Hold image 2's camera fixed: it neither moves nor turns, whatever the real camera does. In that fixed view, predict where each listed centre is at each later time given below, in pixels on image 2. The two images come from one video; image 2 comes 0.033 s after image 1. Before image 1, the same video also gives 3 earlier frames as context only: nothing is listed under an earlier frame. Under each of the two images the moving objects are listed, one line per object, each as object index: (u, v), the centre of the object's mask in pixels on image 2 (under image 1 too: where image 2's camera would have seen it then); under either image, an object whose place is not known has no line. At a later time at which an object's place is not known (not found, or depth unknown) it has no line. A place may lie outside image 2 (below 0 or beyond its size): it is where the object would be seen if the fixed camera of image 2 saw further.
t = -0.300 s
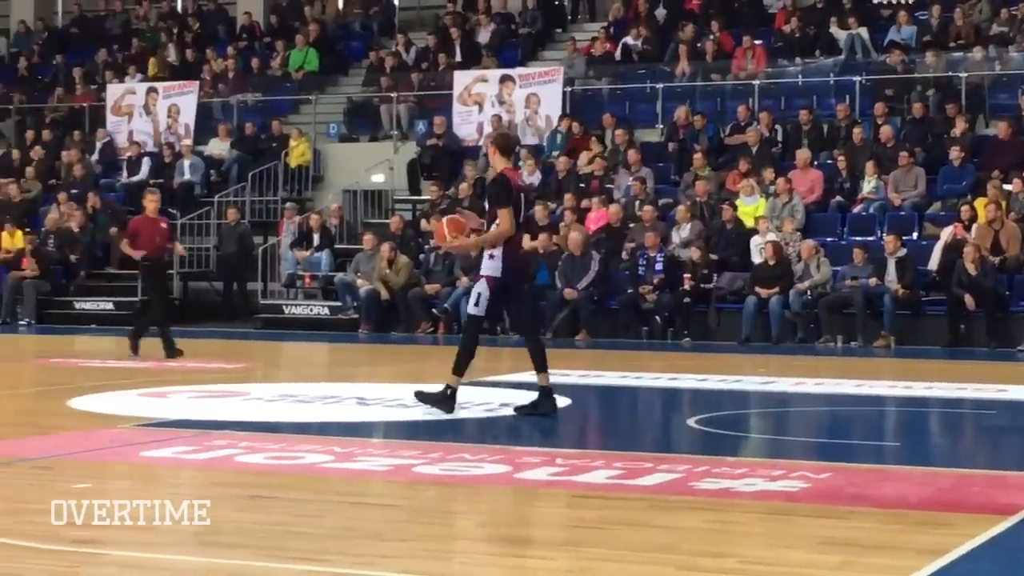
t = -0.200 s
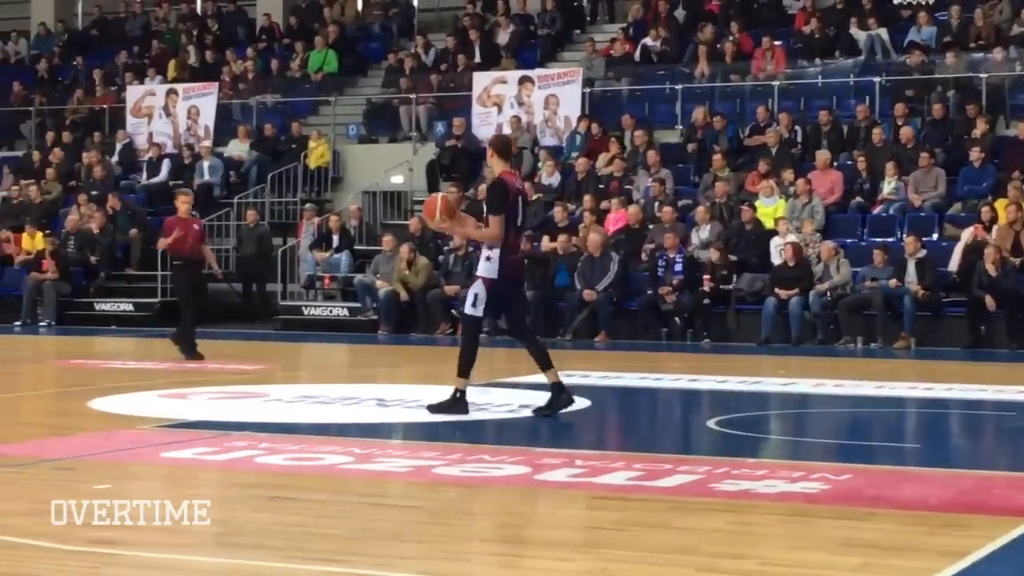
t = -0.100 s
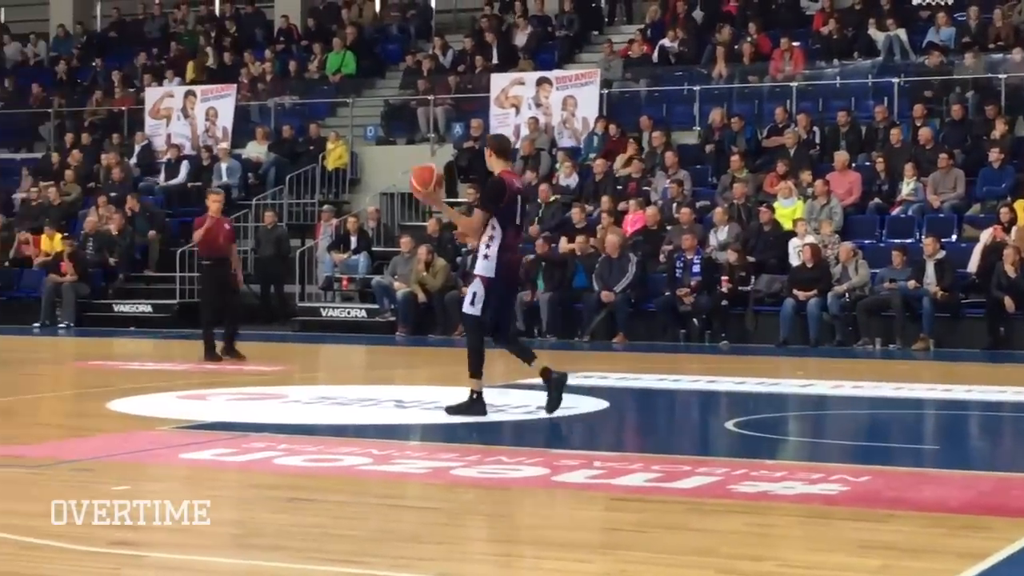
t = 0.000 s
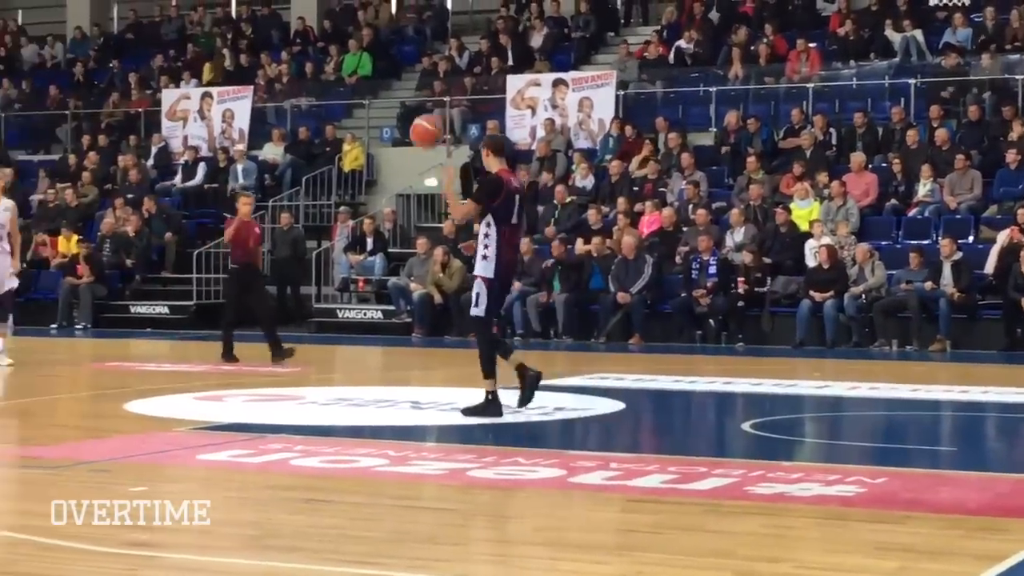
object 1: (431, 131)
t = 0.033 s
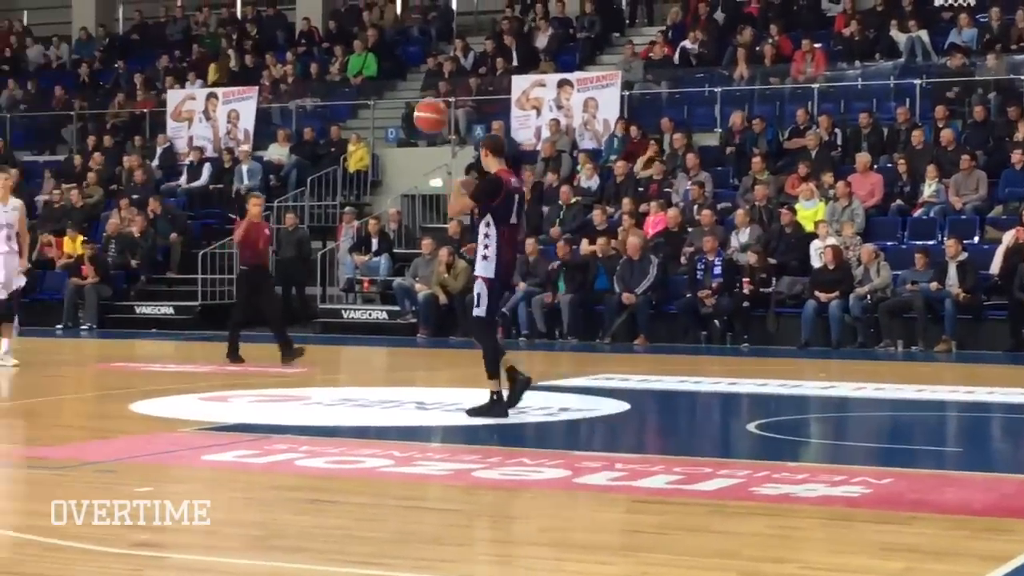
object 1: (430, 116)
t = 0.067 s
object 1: (429, 100)
